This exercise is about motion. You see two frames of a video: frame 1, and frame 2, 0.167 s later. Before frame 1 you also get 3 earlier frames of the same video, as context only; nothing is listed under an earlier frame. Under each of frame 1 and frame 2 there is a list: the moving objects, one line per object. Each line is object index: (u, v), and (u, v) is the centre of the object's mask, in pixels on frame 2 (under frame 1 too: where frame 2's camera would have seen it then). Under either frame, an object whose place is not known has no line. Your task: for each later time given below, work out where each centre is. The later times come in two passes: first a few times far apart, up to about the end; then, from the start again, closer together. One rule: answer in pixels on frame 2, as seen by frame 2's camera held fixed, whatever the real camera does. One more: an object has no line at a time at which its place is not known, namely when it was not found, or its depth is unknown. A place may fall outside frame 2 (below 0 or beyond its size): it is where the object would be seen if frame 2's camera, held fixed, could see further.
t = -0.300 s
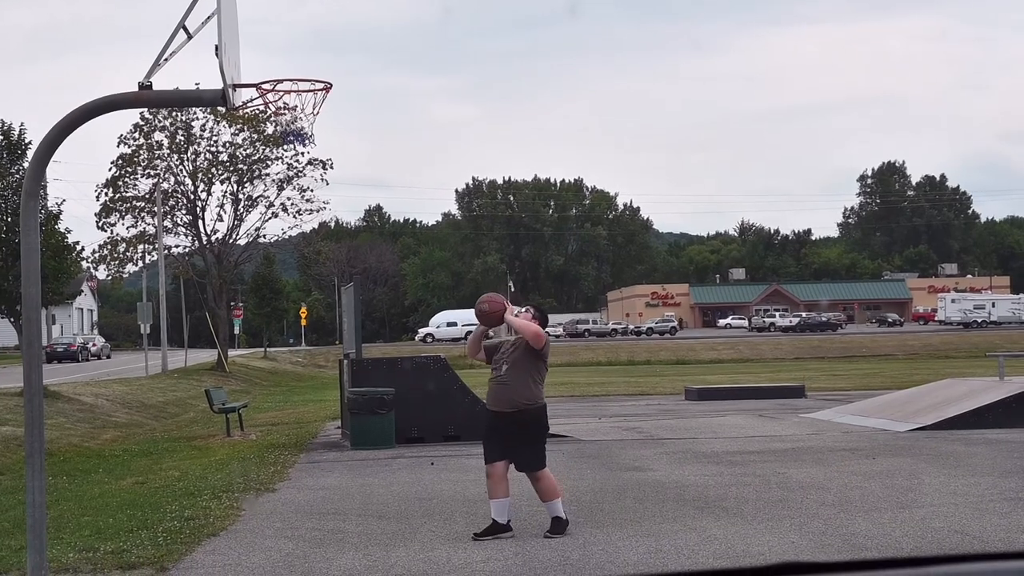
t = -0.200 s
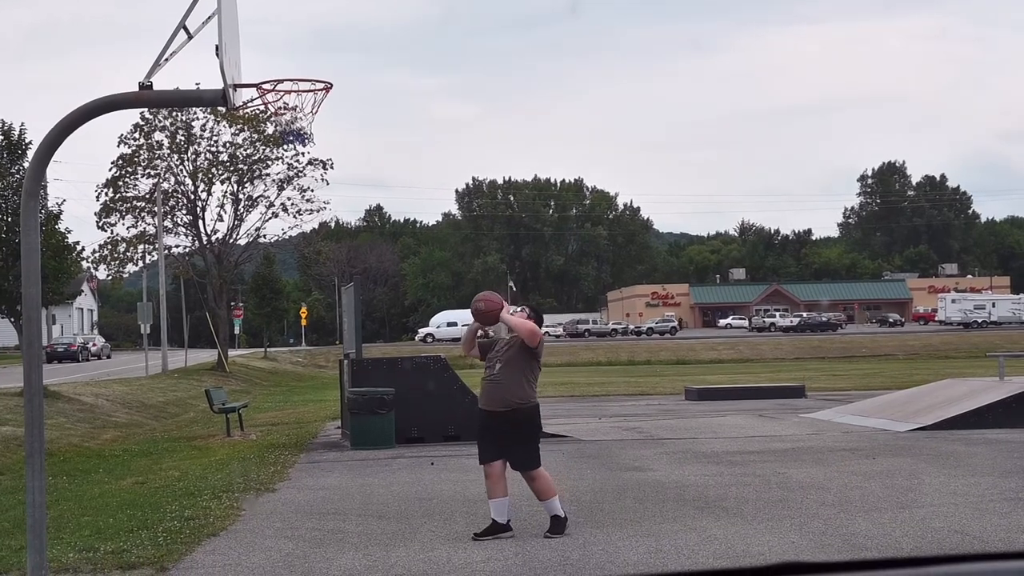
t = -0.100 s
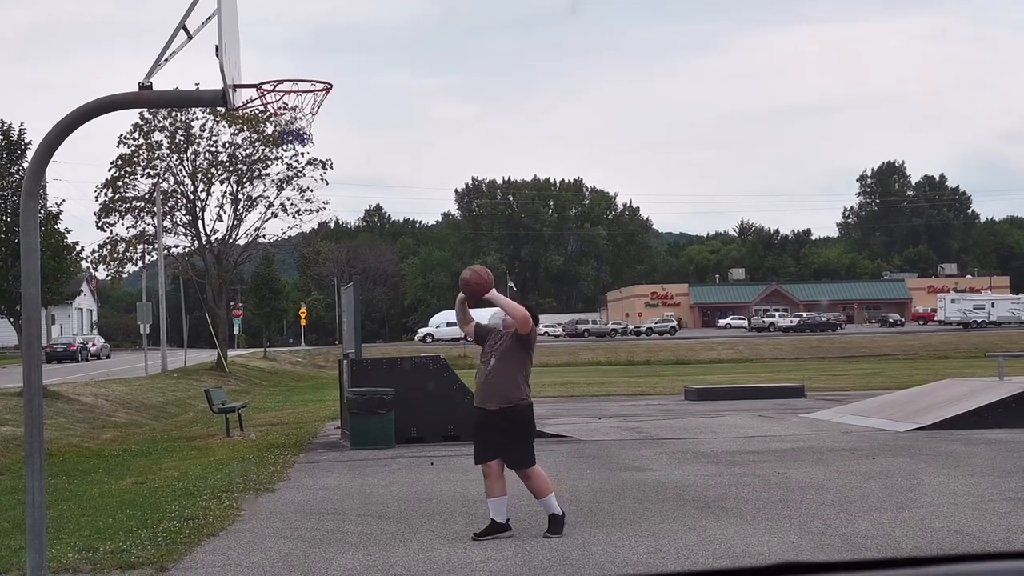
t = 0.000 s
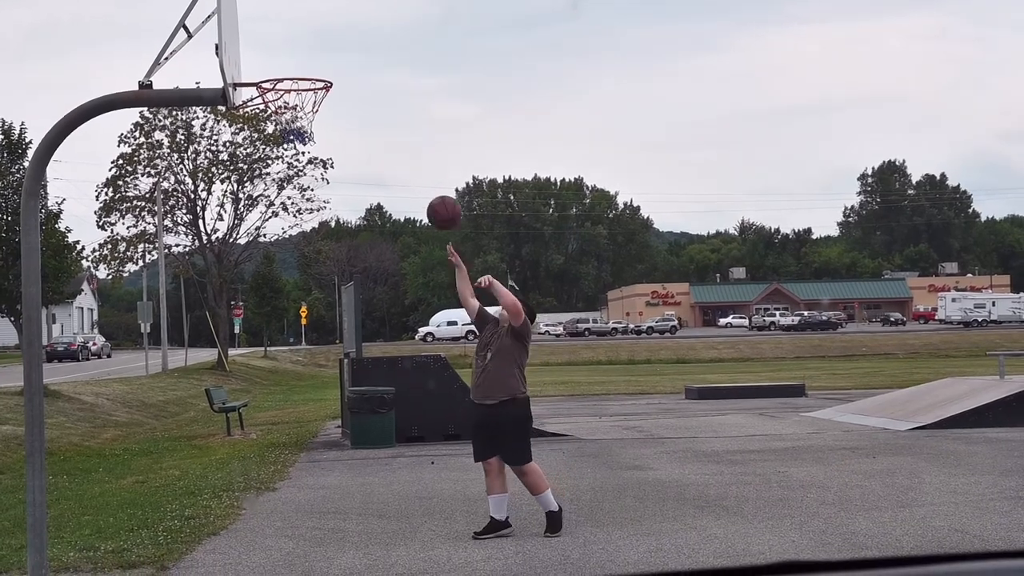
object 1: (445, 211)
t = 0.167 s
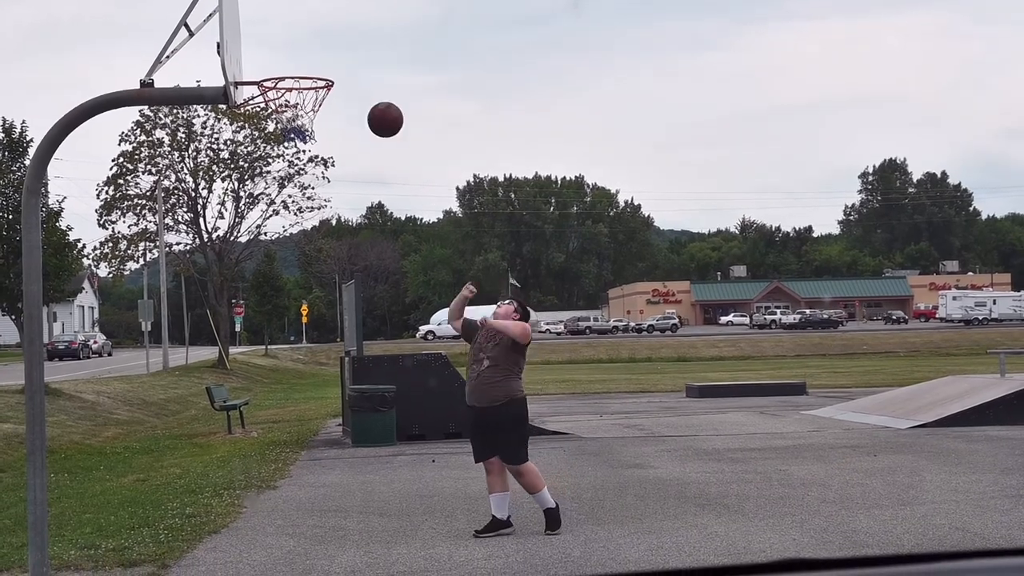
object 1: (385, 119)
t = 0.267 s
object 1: (349, 83)
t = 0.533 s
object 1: (253, 56)
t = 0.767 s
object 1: (318, 112)
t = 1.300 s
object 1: (350, 355)
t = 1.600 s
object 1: (348, 453)
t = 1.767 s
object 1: (329, 354)
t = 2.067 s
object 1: (297, 283)
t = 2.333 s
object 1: (270, 338)
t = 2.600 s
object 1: (247, 507)
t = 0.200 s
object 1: (373, 106)
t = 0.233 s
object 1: (361, 94)
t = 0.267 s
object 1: (349, 83)
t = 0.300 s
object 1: (338, 73)
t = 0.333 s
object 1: (326, 64)
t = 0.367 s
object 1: (313, 60)
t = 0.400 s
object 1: (301, 57)
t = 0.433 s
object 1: (289, 54)
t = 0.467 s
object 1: (276, 53)
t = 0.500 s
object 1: (264, 54)
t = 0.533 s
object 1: (253, 56)
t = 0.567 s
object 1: (262, 59)
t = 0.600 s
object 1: (270, 62)
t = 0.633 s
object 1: (280, 70)
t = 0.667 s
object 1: (290, 78)
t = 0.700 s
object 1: (299, 88)
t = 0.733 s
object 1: (309, 99)
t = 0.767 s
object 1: (318, 112)
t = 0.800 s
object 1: (326, 122)
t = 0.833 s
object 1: (329, 127)
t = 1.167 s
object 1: (344, 255)
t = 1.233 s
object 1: (347, 302)
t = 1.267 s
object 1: (349, 327)
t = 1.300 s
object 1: (350, 355)
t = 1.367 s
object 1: (354, 416)
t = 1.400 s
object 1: (356, 448)
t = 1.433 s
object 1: (358, 484)
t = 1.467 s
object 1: (360, 520)
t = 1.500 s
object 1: (359, 534)
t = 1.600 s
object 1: (348, 453)
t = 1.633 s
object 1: (344, 430)
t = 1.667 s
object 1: (340, 409)
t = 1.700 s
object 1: (336, 389)
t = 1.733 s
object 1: (332, 370)
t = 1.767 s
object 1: (329, 354)
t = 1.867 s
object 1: (318, 314)
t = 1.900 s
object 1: (314, 304)
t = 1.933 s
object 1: (311, 296)
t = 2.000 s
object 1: (303, 286)
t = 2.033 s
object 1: (300, 284)
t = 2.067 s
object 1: (297, 283)
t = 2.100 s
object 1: (294, 284)
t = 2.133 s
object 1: (290, 286)
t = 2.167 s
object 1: (287, 290)
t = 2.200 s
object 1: (283, 296)
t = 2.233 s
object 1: (280, 303)
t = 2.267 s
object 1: (276, 314)
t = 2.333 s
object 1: (270, 338)
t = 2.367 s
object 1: (267, 353)
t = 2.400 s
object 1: (264, 371)
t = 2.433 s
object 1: (261, 388)
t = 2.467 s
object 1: (258, 408)
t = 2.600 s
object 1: (247, 507)
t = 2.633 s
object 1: (244, 537)
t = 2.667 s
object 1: (241, 536)
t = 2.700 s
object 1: (239, 514)
